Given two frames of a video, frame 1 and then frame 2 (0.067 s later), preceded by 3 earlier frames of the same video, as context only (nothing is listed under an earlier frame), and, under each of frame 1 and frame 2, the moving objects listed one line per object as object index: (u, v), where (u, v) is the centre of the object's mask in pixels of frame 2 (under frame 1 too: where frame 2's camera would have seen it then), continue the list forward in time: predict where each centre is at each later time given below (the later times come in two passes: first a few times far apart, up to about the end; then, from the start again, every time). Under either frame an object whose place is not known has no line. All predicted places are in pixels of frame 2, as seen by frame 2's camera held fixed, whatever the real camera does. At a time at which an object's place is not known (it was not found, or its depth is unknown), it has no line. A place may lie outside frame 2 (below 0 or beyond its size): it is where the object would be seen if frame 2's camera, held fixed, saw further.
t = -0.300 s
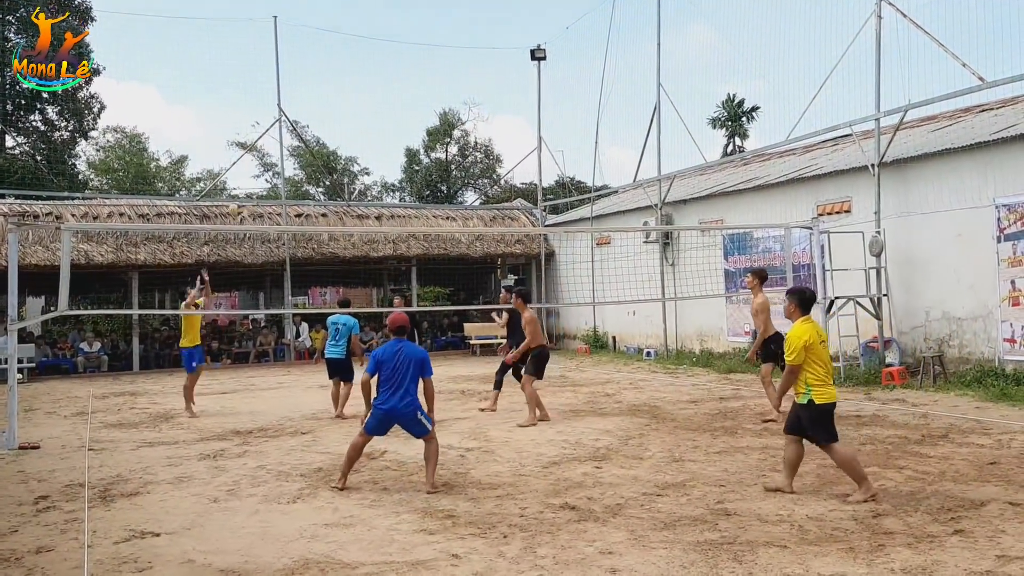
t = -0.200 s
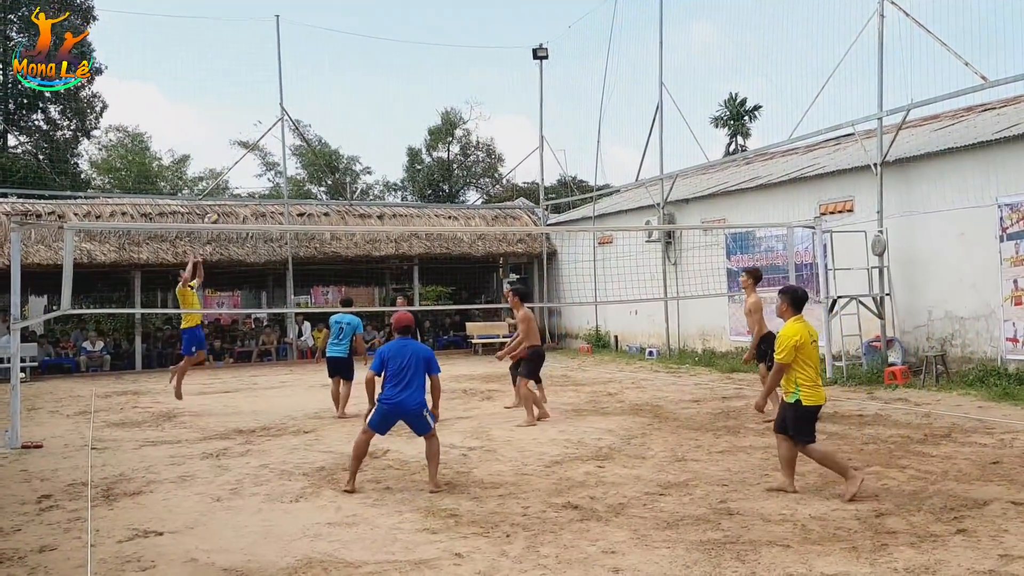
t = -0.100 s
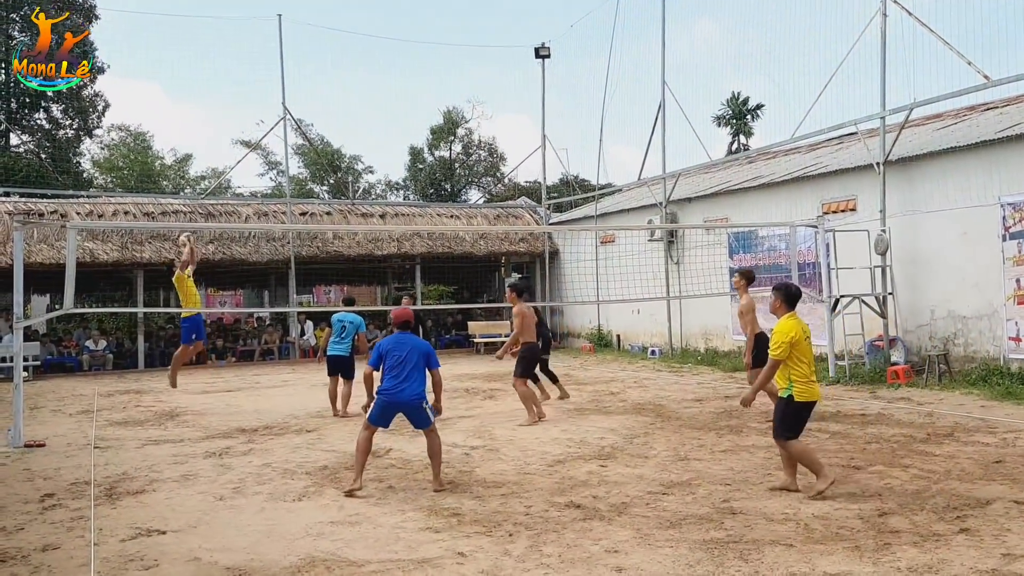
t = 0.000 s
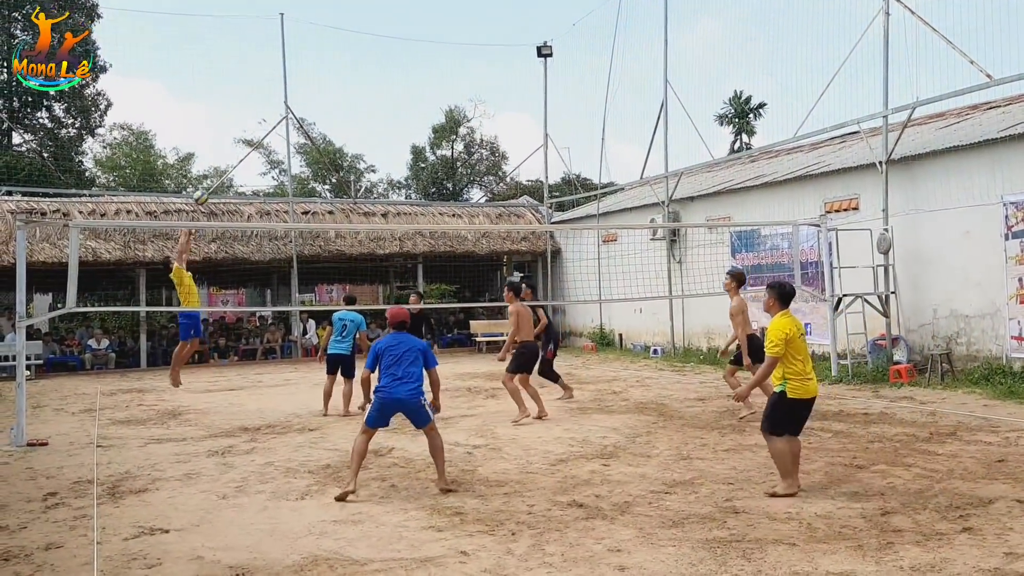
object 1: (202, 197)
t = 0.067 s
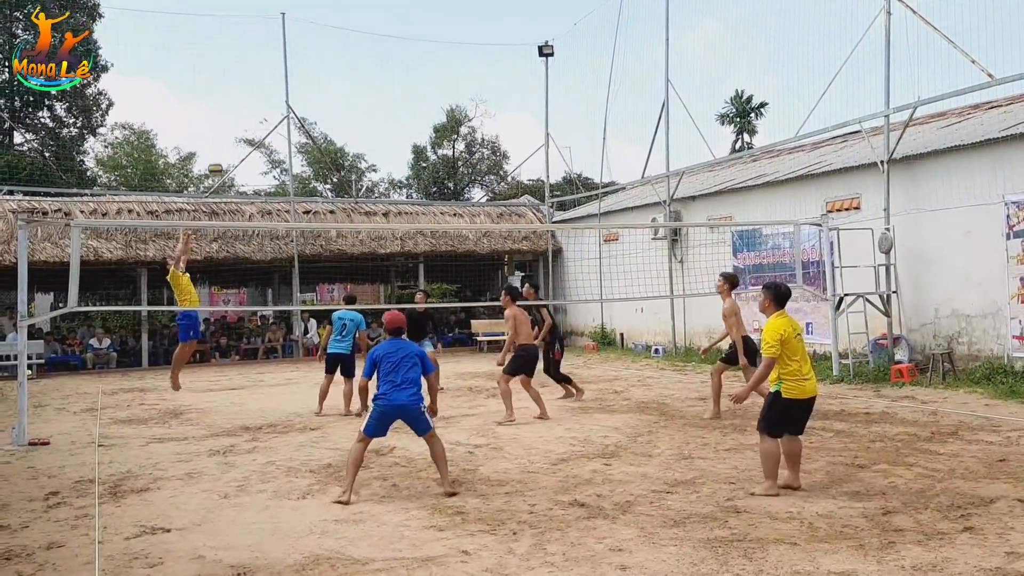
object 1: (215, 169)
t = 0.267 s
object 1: (253, 101)
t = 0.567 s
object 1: (310, 53)
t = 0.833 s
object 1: (361, 63)
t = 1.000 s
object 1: (394, 96)
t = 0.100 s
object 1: (221, 155)
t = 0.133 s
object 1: (228, 143)
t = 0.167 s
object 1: (234, 131)
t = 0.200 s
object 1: (240, 120)
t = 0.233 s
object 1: (247, 110)
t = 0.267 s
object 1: (253, 101)
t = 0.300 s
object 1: (259, 92)
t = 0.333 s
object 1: (264, 84)
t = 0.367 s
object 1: (272, 77)
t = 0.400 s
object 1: (278, 71)
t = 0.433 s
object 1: (284, 66)
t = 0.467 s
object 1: (291, 61)
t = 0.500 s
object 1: (298, 58)
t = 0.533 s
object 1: (304, 55)
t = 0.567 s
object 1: (310, 53)
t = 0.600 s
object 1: (316, 51)
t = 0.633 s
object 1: (322, 50)
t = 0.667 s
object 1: (329, 50)
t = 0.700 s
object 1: (336, 51)
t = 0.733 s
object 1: (342, 53)
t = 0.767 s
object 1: (349, 55)
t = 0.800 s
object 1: (355, 59)
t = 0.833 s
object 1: (361, 63)
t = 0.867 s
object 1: (368, 68)
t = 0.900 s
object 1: (374, 74)
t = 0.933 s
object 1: (381, 81)
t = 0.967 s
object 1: (387, 88)
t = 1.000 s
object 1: (394, 96)
